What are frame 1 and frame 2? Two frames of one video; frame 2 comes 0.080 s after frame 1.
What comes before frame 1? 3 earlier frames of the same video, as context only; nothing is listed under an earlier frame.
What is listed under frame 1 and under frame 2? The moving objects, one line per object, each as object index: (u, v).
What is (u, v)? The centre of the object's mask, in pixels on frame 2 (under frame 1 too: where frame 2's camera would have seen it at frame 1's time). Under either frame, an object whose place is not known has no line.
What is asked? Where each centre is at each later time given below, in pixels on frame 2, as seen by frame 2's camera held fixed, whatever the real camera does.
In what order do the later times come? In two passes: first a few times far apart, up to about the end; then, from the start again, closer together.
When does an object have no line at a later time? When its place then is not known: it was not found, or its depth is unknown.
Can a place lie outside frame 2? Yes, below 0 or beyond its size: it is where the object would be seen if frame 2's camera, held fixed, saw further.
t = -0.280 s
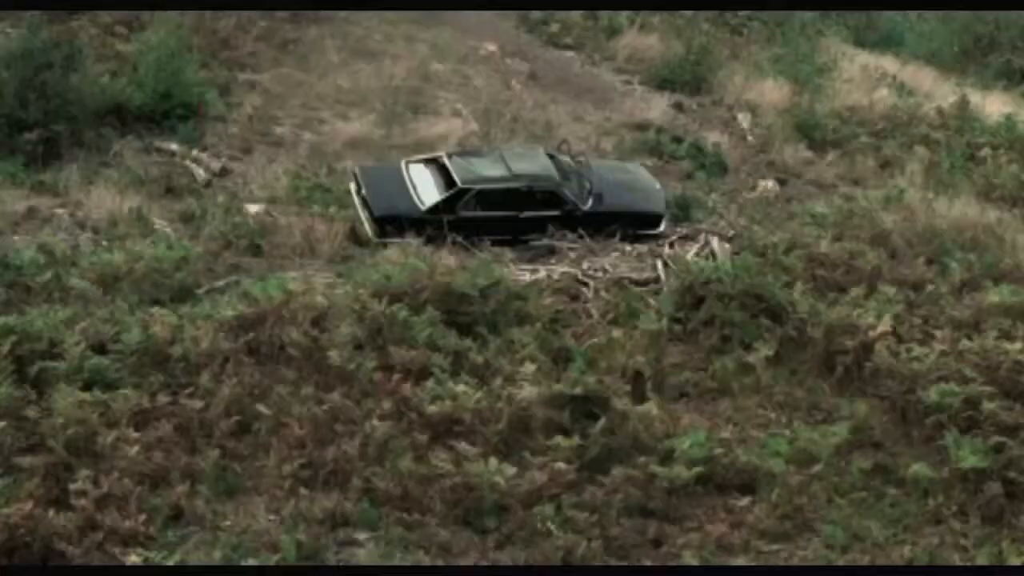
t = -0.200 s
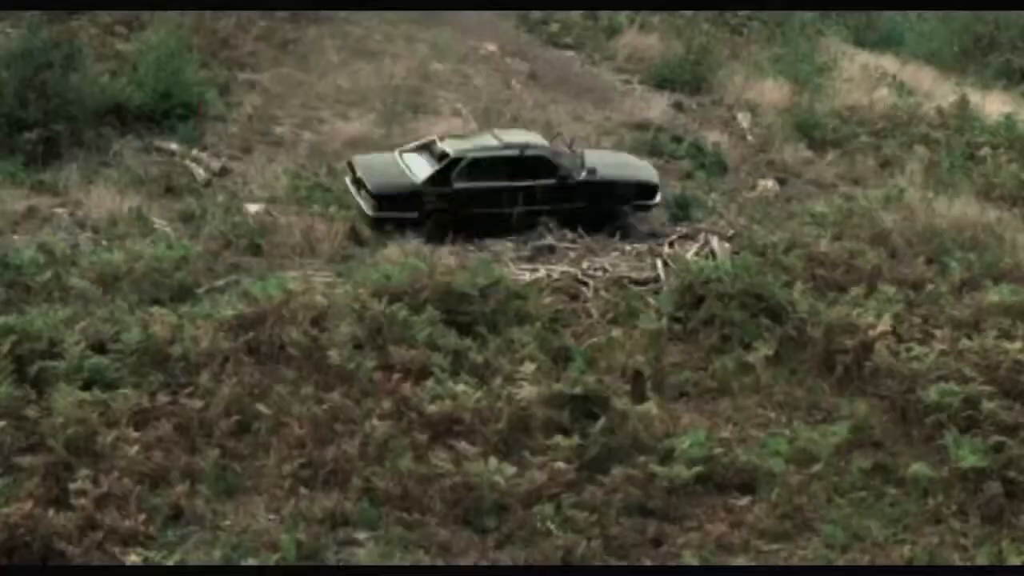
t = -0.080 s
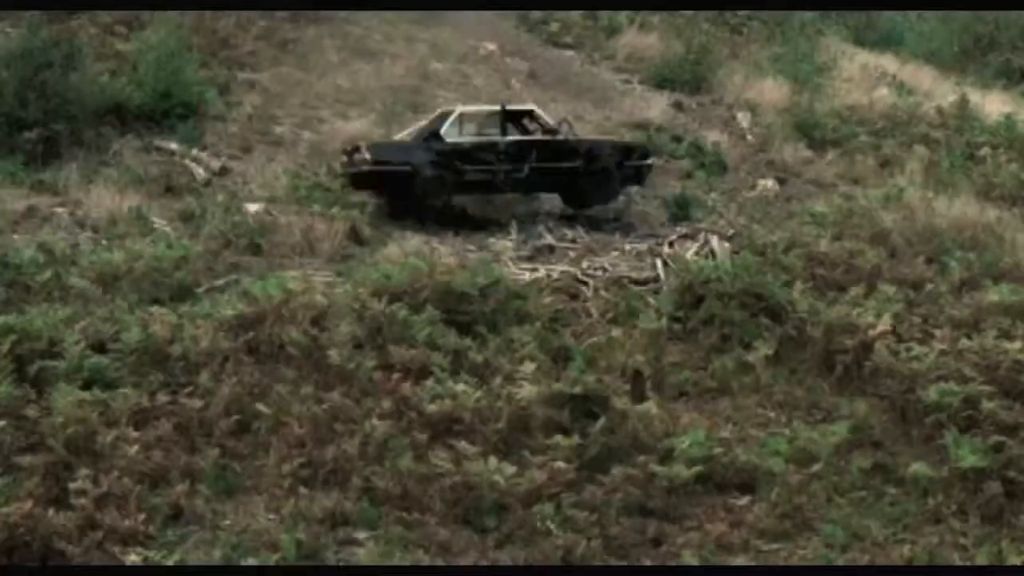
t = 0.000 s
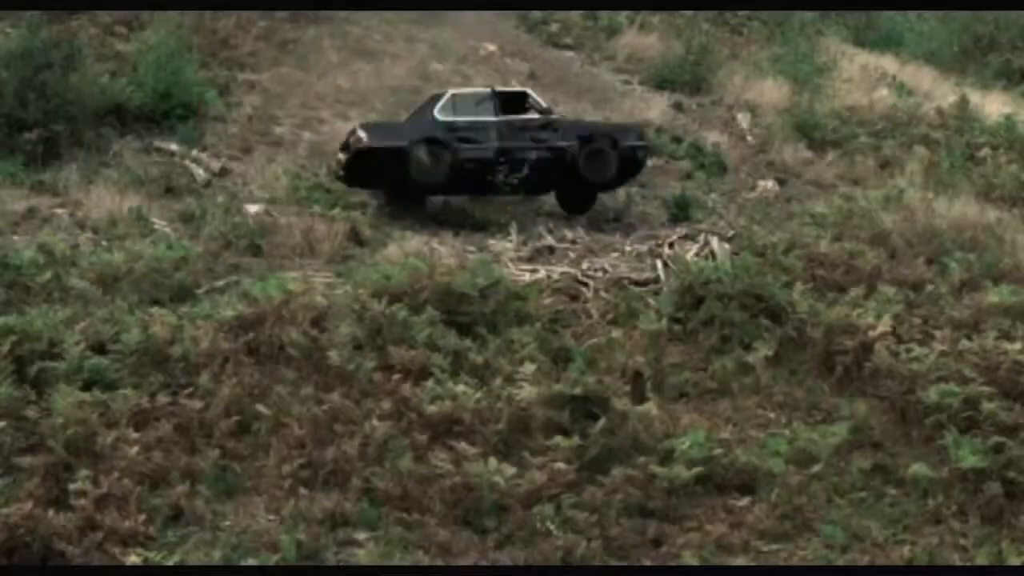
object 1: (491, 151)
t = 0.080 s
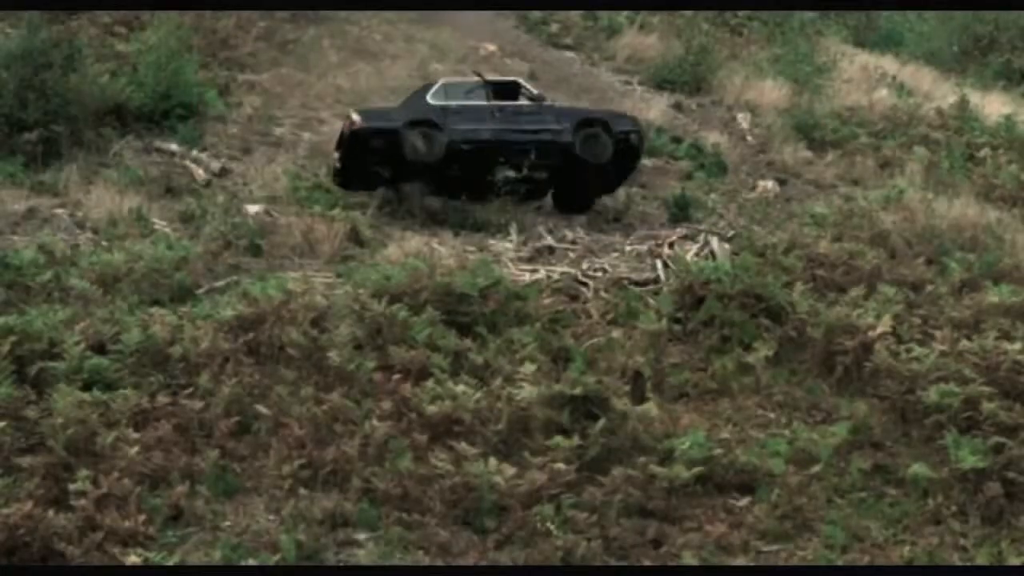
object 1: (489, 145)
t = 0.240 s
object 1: (481, 144)
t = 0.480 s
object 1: (474, 140)
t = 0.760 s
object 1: (472, 132)
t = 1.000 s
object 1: (453, 113)
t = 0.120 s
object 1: (487, 143)
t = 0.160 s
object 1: (484, 143)
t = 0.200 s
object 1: (483, 144)
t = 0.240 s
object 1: (481, 144)
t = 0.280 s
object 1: (481, 144)
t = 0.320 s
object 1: (482, 145)
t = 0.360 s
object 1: (480, 144)
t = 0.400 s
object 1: (477, 143)
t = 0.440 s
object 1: (474, 141)
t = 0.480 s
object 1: (474, 140)
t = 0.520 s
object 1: (473, 139)
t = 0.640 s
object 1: (469, 139)
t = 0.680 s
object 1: (469, 137)
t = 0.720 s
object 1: (469, 134)
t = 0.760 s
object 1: (472, 132)
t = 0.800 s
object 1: (474, 131)
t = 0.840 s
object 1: (471, 127)
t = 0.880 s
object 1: (460, 117)
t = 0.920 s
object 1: (460, 117)
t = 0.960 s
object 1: (456, 115)
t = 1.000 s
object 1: (453, 113)
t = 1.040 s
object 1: (450, 110)
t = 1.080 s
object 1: (446, 106)
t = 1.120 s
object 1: (443, 103)
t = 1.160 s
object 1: (440, 100)
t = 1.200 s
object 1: (438, 98)
